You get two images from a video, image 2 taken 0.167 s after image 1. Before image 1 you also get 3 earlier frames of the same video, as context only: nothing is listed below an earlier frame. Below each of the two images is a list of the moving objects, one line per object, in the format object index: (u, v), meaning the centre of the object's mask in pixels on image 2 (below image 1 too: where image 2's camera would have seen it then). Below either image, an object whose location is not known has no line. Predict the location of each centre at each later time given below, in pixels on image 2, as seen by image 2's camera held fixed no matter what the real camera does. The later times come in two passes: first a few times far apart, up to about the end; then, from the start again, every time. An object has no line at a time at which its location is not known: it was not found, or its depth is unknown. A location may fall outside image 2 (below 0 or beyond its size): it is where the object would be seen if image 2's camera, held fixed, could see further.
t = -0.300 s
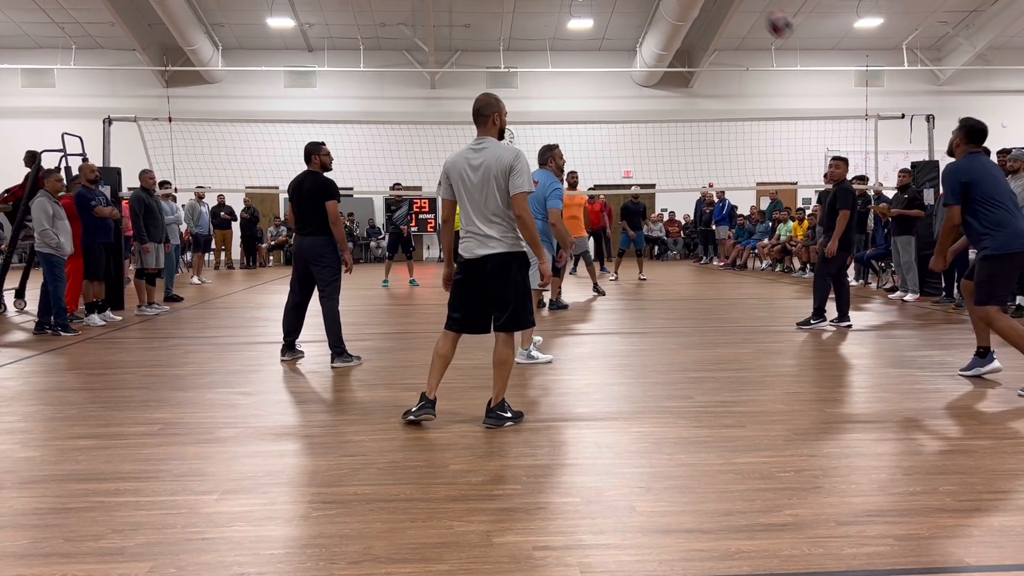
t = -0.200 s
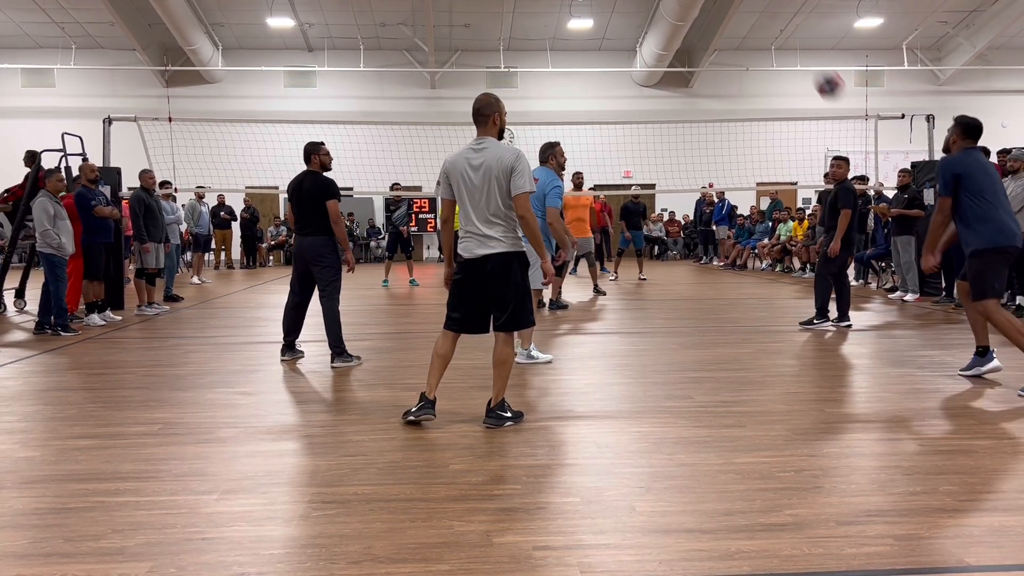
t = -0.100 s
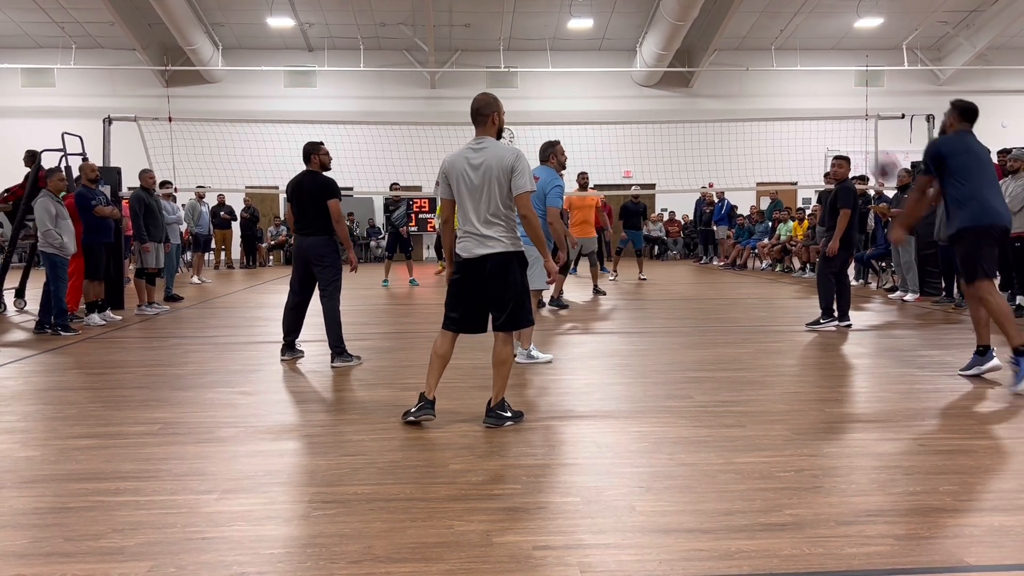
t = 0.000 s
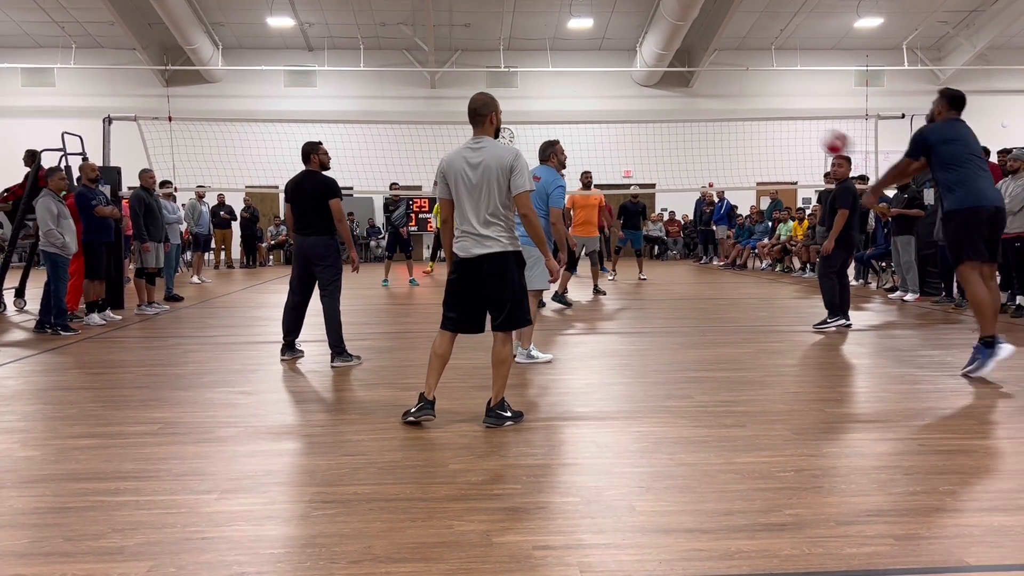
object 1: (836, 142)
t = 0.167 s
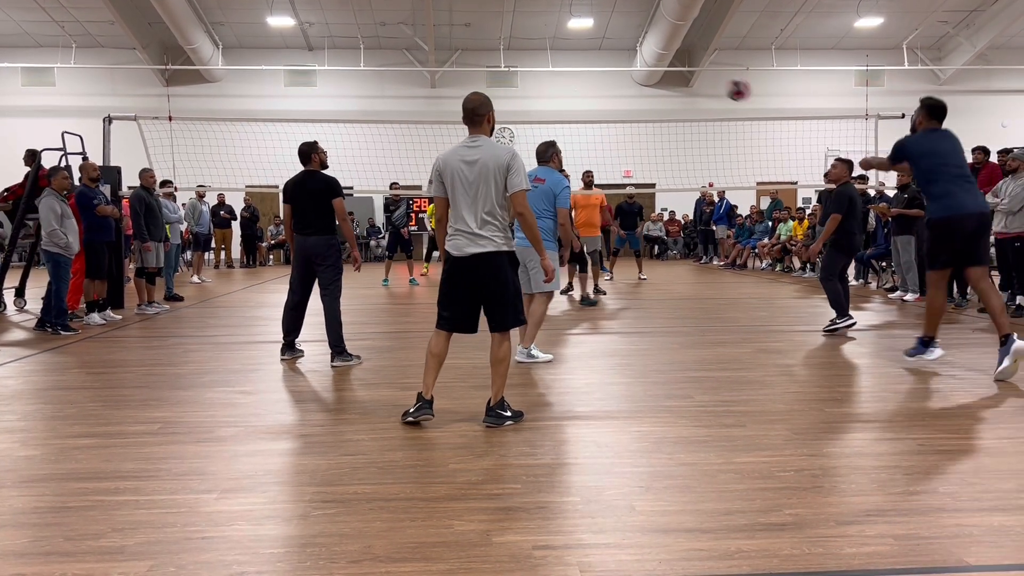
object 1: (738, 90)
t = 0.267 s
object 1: (694, 79)
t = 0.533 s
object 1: (610, 97)
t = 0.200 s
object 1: (723, 86)
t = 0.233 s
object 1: (709, 82)
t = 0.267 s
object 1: (694, 79)
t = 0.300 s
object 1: (682, 79)
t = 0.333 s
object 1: (670, 80)
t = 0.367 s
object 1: (658, 80)
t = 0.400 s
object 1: (648, 83)
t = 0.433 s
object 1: (637, 85)
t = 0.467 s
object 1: (627, 89)
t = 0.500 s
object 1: (619, 93)
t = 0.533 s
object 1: (610, 97)
